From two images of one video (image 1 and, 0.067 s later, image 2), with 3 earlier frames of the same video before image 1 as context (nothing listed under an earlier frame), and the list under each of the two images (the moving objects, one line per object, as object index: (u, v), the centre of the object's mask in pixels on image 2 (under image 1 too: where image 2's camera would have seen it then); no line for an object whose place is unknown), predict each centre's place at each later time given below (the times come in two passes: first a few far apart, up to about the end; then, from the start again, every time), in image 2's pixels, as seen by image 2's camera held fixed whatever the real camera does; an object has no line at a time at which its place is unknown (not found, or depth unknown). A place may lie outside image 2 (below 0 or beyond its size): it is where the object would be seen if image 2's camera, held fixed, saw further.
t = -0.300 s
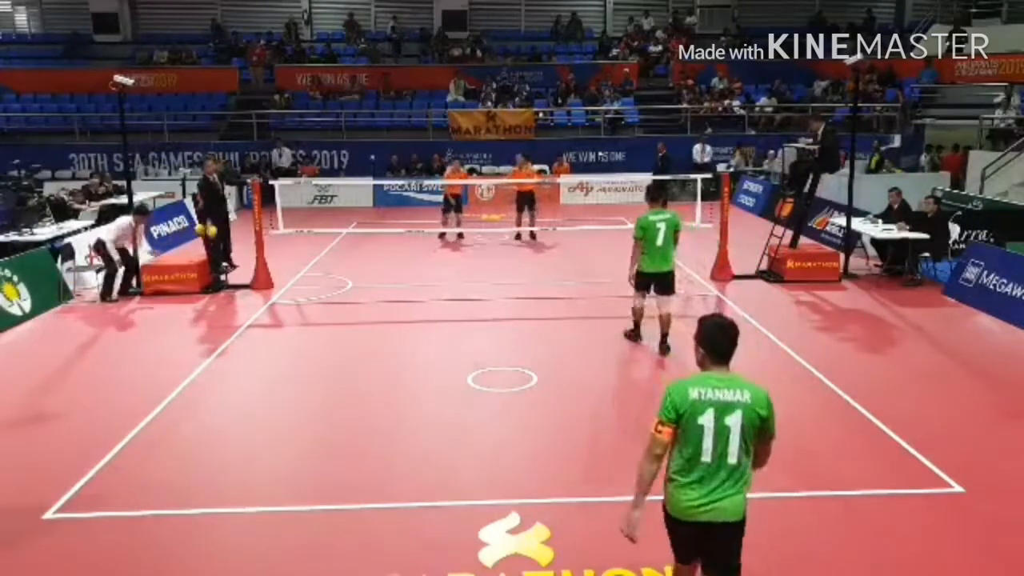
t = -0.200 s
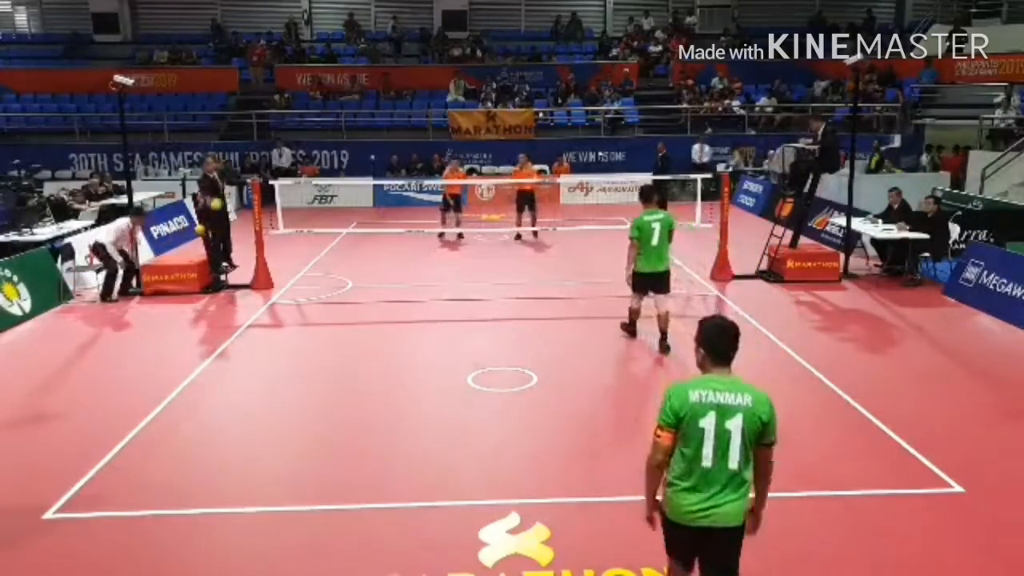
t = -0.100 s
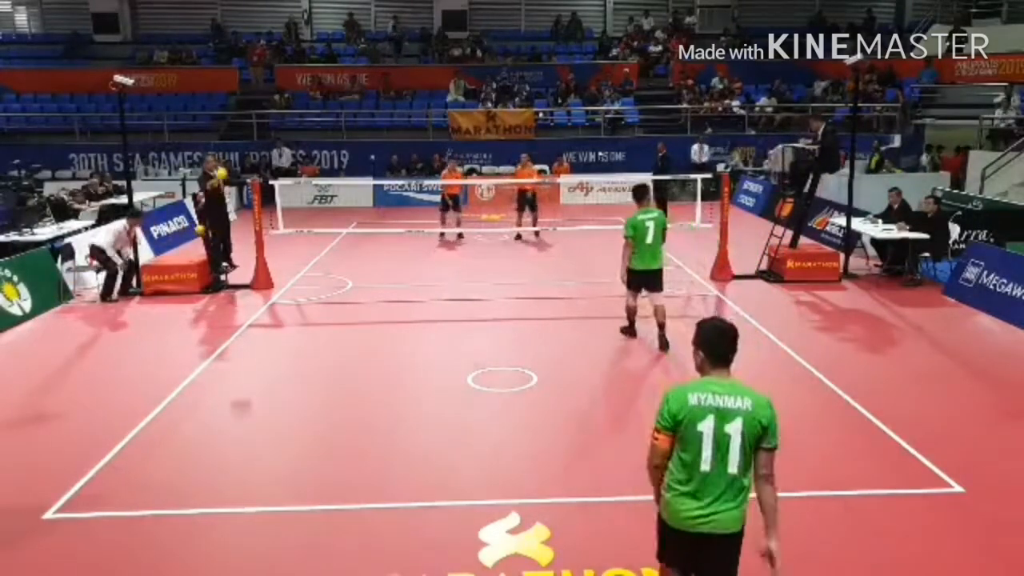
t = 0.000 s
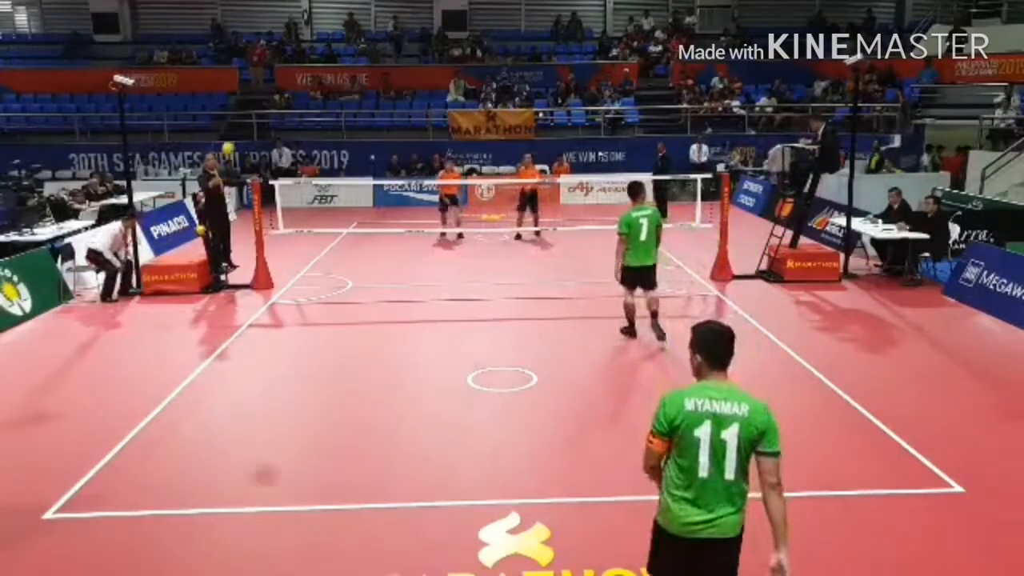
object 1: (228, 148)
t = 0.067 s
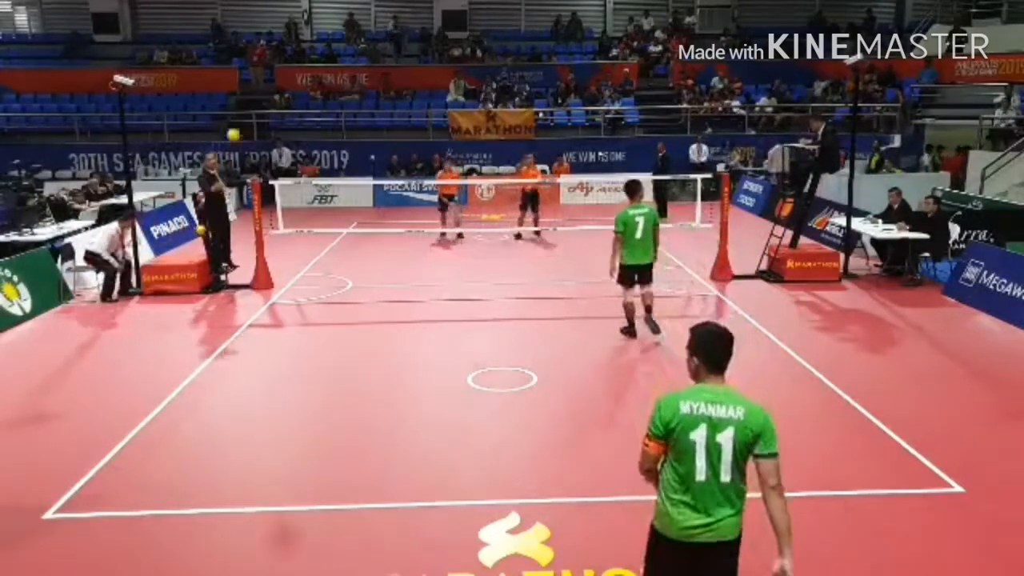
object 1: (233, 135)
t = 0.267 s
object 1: (253, 115)
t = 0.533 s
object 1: (294, 155)
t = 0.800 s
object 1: (356, 310)
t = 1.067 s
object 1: (426, 490)
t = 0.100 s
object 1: (236, 129)
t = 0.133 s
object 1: (238, 124)
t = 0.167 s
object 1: (242, 121)
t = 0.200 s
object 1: (246, 118)
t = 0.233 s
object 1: (249, 116)
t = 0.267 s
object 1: (253, 115)
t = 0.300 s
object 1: (257, 115)
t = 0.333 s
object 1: (261, 117)
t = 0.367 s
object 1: (266, 119)
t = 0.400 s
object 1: (271, 123)
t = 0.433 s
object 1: (275, 128)
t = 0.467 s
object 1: (281, 135)
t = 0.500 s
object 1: (287, 144)
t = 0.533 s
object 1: (294, 155)
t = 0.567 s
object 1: (300, 166)
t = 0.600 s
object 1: (306, 178)
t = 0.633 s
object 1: (313, 196)
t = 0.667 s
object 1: (321, 213)
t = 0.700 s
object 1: (330, 235)
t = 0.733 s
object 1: (339, 258)
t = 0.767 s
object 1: (346, 282)
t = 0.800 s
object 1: (356, 310)
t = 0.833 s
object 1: (365, 341)
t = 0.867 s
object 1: (374, 373)
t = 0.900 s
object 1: (387, 410)
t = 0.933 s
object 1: (395, 449)
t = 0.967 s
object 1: (406, 491)
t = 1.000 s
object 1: (416, 518)
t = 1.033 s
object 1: (421, 504)
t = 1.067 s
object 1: (426, 490)
